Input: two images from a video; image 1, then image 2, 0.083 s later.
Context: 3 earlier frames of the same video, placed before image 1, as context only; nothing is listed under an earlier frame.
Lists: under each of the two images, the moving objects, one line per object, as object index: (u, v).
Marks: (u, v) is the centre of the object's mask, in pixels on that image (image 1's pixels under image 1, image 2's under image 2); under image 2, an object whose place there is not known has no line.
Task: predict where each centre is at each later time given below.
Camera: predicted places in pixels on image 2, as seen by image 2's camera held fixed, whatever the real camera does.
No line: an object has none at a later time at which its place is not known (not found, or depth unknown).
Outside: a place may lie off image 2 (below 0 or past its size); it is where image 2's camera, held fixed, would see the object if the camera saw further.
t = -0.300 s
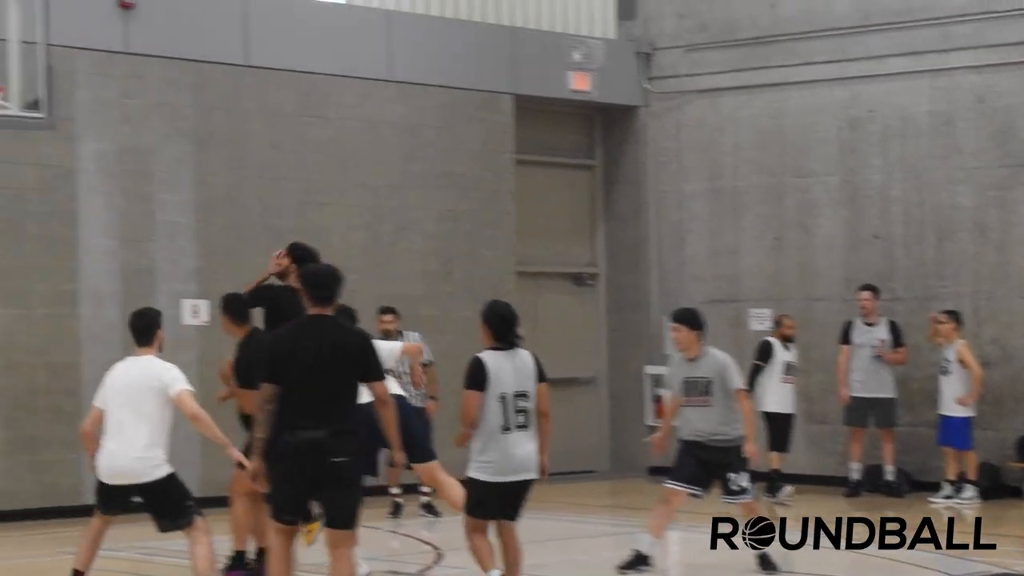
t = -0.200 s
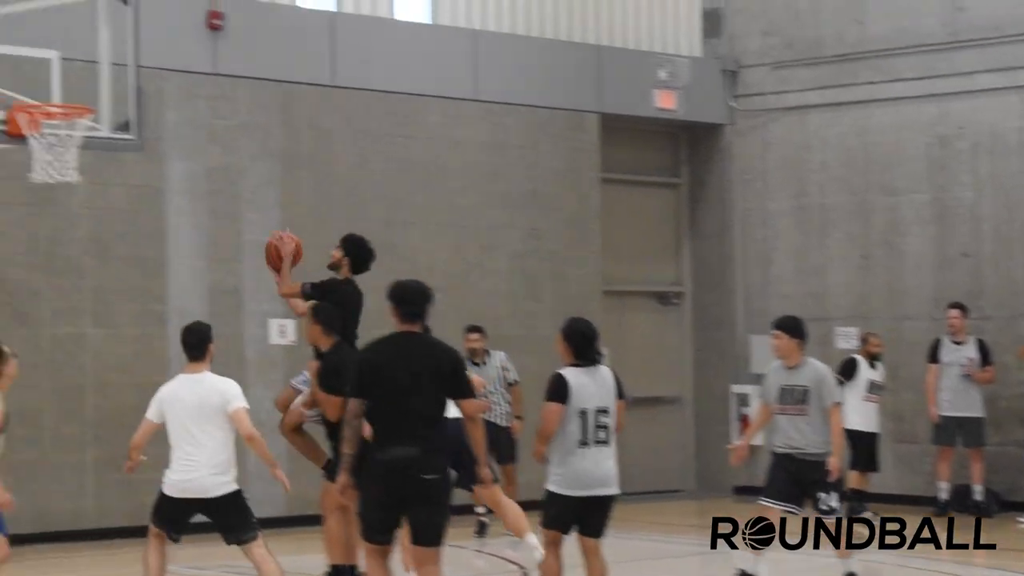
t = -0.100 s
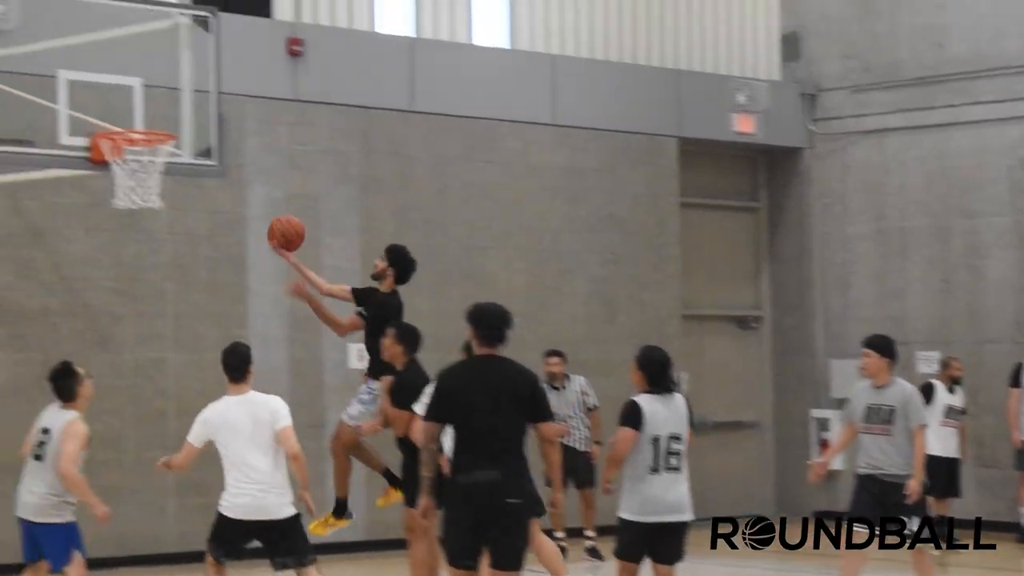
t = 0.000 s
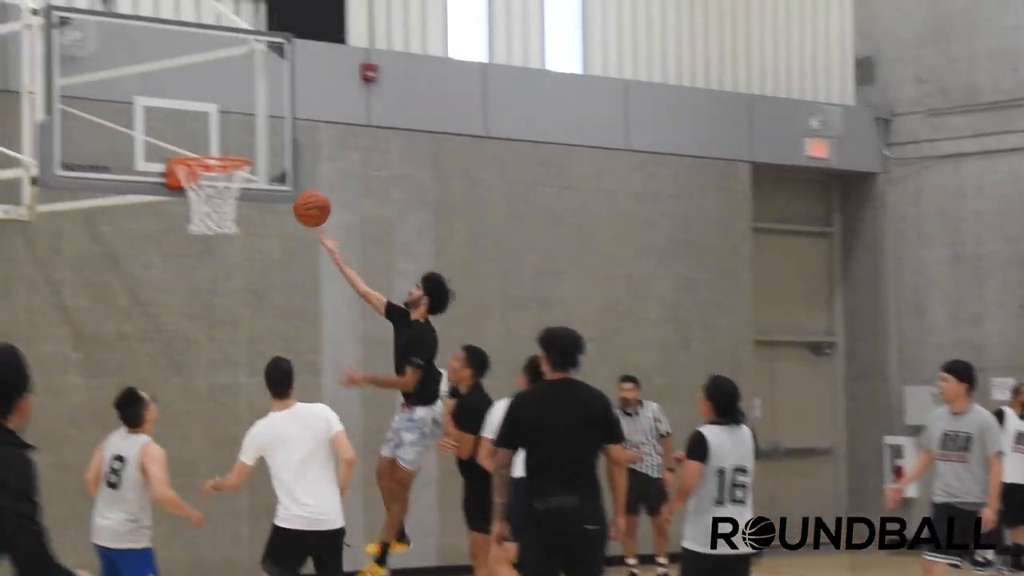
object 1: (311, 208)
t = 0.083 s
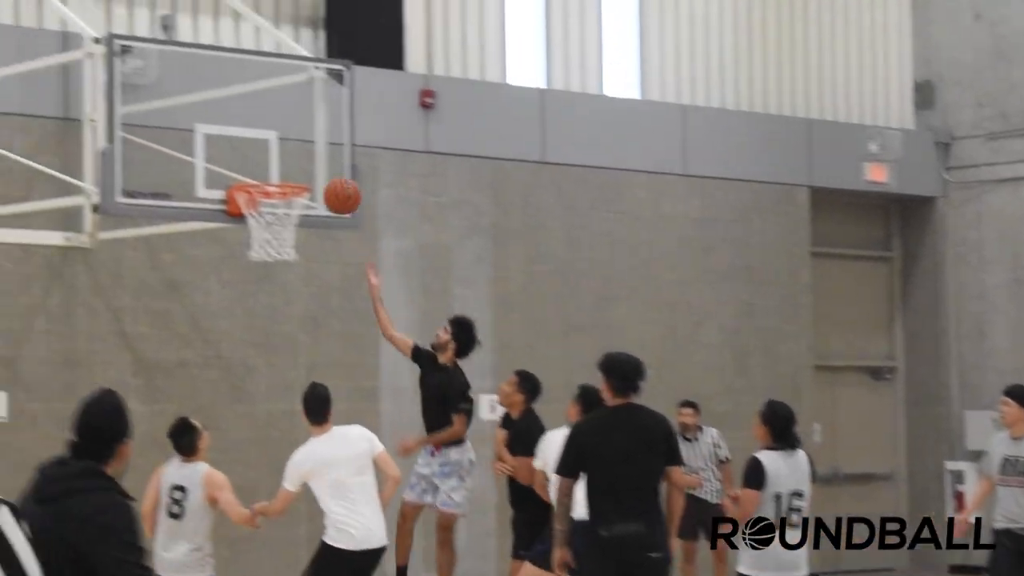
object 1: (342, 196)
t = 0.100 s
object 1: (336, 190)
